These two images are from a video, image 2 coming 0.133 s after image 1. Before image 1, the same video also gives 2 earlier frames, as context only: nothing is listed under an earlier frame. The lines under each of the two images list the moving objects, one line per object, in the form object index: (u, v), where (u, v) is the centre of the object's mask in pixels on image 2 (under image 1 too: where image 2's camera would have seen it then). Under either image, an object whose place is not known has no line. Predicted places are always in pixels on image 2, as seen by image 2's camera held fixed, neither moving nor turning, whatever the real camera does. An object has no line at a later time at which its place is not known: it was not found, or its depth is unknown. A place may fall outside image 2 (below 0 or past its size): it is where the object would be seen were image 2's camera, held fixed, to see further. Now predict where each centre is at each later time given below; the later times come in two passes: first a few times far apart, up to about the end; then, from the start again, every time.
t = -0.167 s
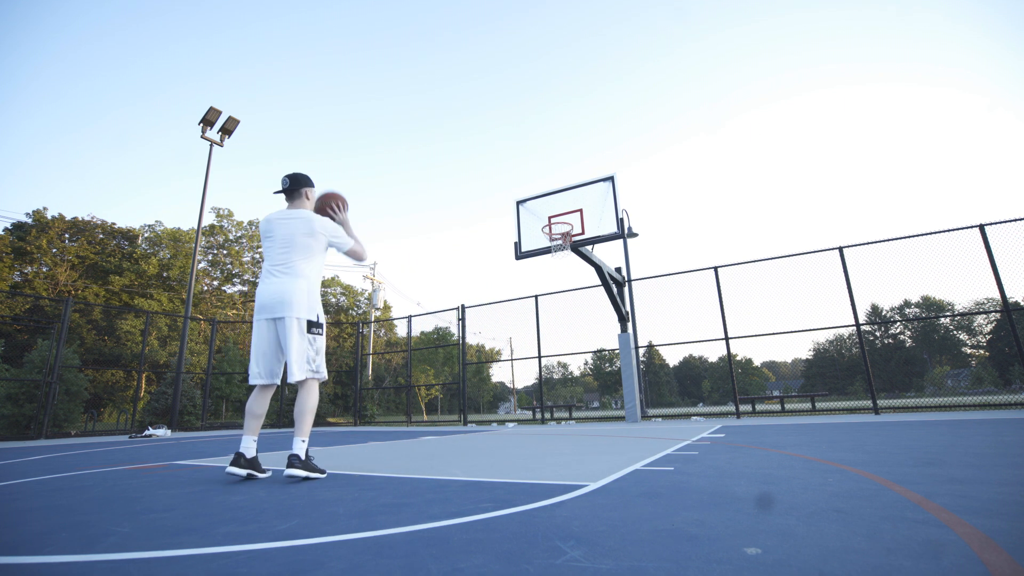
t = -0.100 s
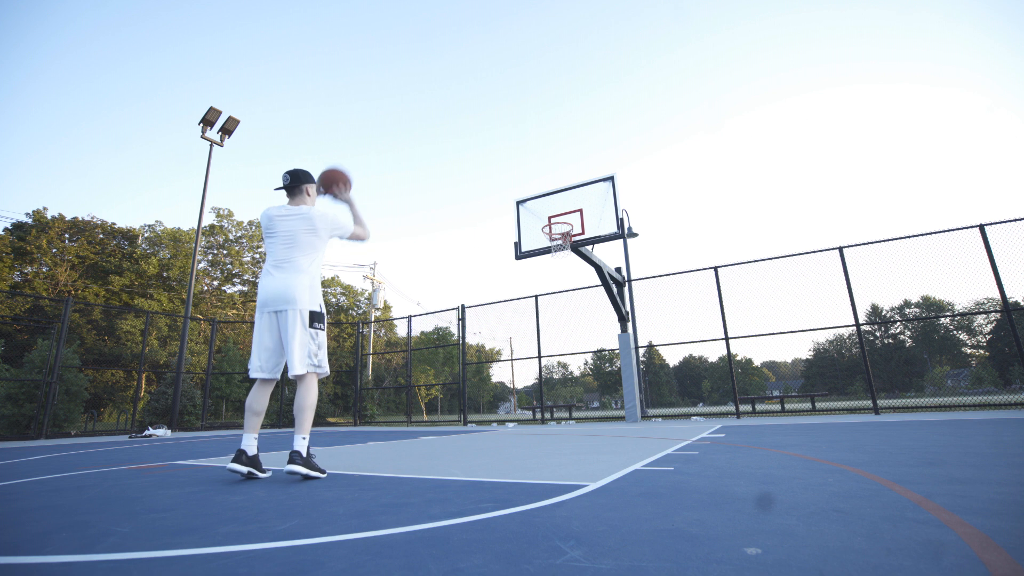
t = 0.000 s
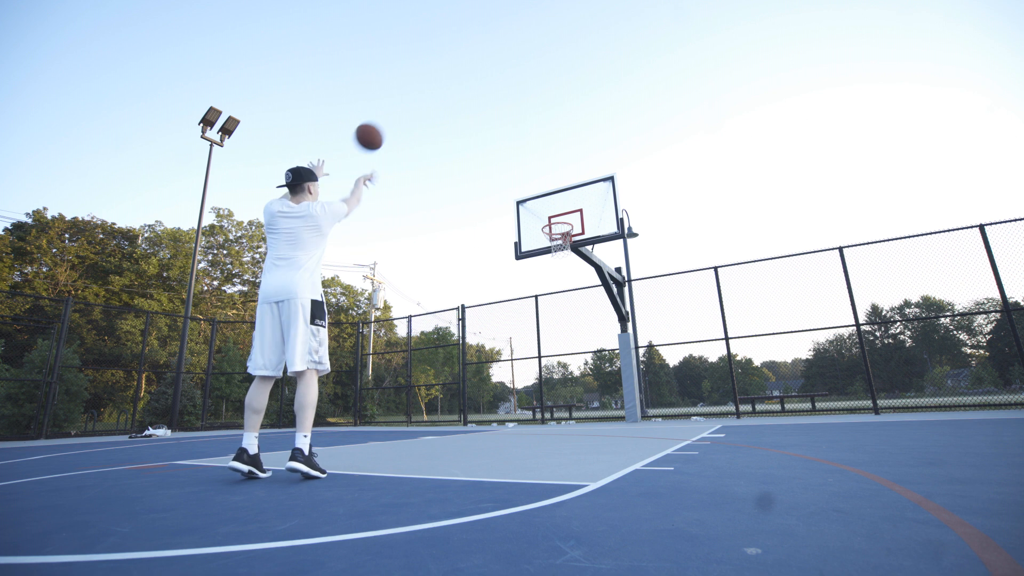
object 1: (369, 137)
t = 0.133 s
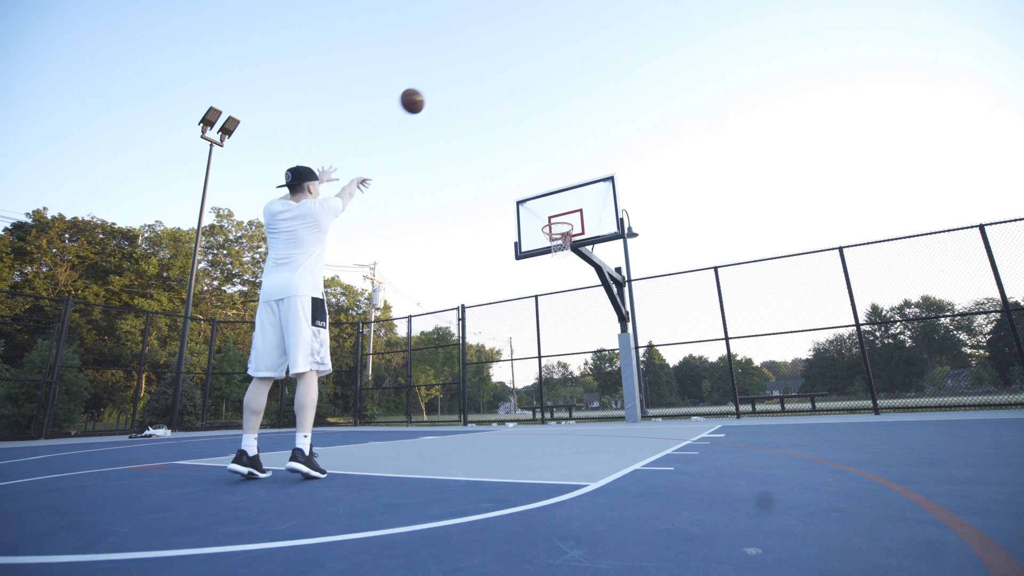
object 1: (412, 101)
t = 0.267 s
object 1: (445, 87)
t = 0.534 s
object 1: (493, 102)
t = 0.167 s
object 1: (421, 96)
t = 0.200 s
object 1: (429, 92)
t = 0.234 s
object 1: (437, 89)
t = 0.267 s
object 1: (445, 87)
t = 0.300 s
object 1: (452, 86)
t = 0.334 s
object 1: (459, 87)
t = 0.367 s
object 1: (465, 88)
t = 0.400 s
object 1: (471, 89)
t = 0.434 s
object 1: (477, 91)
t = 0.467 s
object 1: (483, 95)
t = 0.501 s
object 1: (488, 98)
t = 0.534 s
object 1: (493, 102)
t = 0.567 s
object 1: (498, 107)
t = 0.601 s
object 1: (503, 112)
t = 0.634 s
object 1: (508, 118)
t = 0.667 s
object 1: (513, 125)
